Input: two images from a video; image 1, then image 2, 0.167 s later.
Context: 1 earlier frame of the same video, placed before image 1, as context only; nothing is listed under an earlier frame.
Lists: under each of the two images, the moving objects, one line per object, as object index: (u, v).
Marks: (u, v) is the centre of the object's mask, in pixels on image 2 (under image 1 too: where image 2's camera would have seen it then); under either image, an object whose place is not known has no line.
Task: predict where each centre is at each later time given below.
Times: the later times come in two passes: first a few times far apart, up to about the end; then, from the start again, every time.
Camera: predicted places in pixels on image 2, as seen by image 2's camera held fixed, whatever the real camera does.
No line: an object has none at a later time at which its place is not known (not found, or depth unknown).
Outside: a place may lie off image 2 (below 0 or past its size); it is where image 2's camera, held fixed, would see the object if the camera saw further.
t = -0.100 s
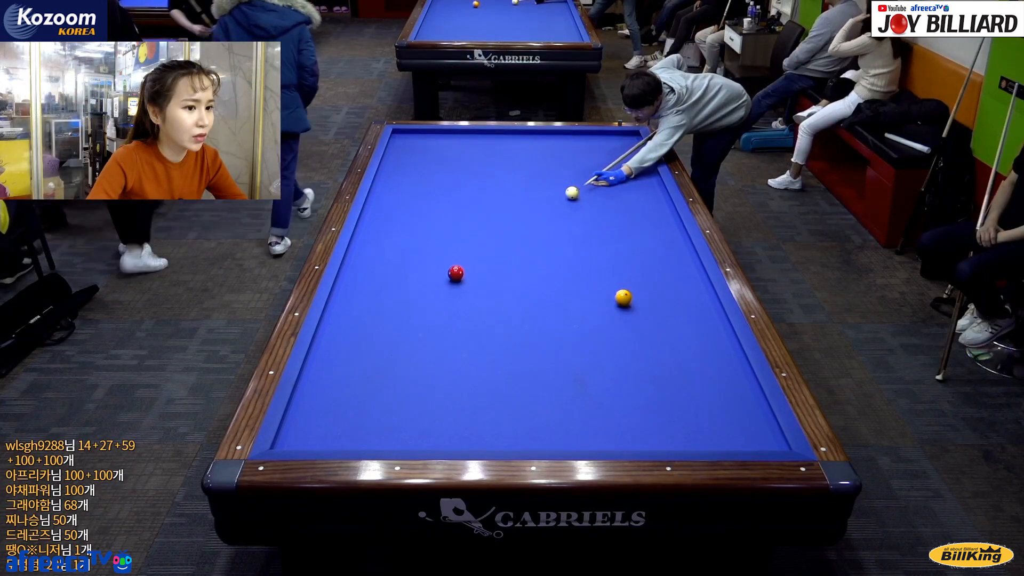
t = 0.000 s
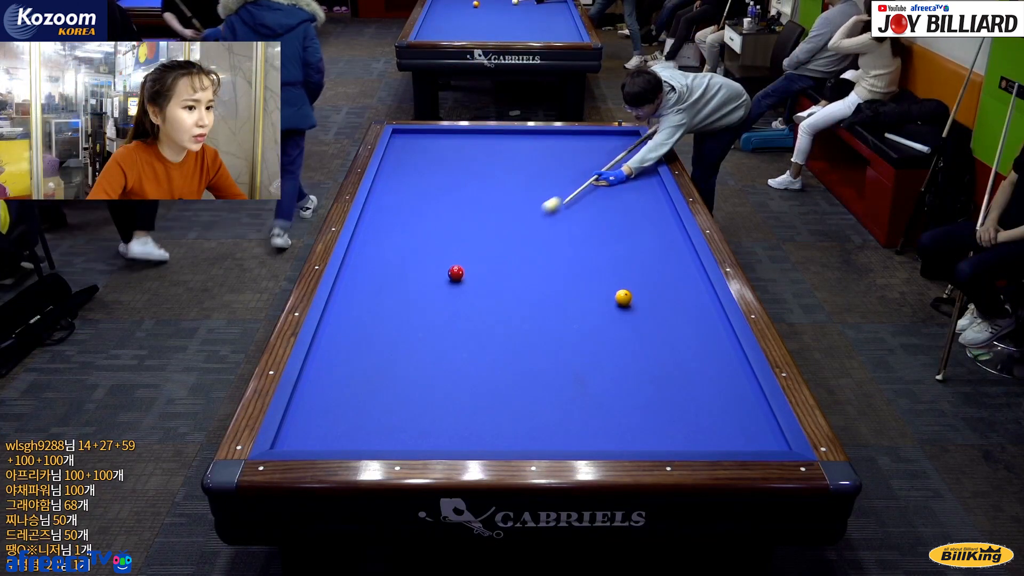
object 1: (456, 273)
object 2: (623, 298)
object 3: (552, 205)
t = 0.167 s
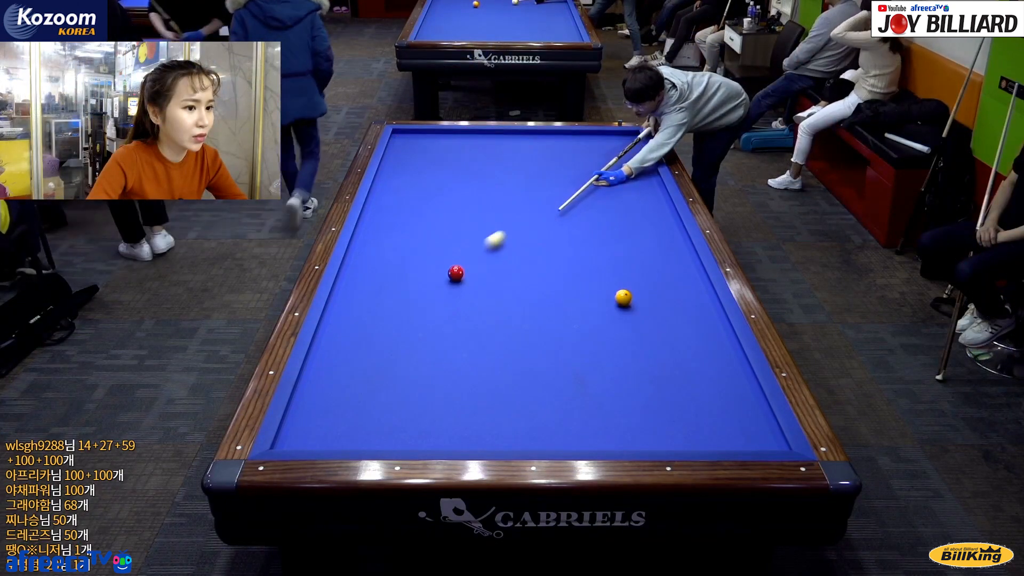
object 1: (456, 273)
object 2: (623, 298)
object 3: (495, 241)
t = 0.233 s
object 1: (456, 273)
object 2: (623, 298)
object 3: (472, 255)
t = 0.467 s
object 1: (455, 316)
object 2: (623, 298)
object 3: (385, 272)
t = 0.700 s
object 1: (455, 369)
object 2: (623, 298)
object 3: (371, 296)
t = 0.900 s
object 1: (454, 421)
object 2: (623, 298)
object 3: (410, 325)
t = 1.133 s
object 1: (456, 414)
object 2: (623, 298)
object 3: (456, 363)
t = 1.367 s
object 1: (459, 379)
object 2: (623, 298)
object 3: (508, 407)
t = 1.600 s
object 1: (462, 349)
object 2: (623, 298)
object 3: (570, 435)
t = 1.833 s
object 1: (464, 323)
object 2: (623, 298)
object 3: (630, 406)
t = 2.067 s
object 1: (466, 299)
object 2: (623, 298)
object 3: (684, 382)
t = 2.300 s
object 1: (467, 279)
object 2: (623, 298)
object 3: (733, 360)
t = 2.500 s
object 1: (469, 263)
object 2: (623, 298)
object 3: (705, 341)
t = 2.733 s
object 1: (470, 245)
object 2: (623, 298)
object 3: (668, 320)
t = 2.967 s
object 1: (470, 230)
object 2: (619, 296)
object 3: (638, 302)
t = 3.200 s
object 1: (472, 216)
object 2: (593, 287)
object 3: (635, 294)
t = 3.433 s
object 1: (473, 203)
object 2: (570, 279)
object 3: (630, 287)
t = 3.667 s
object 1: (473, 191)
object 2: (548, 271)
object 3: (626, 280)
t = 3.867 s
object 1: (474, 181)
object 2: (531, 265)
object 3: (623, 274)
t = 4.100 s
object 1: (475, 171)
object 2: (511, 258)
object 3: (619, 268)
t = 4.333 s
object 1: (476, 162)
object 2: (493, 252)
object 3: (615, 262)
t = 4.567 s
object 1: (477, 153)
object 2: (475, 246)
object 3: (612, 257)
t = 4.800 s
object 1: (478, 145)
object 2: (459, 240)
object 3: (609, 252)
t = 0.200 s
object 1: (456, 273)
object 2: (623, 298)
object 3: (483, 248)
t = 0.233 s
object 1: (456, 273)
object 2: (623, 298)
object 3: (472, 255)
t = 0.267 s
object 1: (456, 273)
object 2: (623, 298)
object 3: (461, 260)
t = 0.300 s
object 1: (456, 277)
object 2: (623, 298)
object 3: (447, 265)
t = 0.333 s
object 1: (456, 285)
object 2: (623, 298)
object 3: (435, 267)
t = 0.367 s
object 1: (456, 293)
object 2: (623, 298)
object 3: (423, 268)
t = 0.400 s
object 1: (455, 301)
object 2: (623, 298)
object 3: (411, 269)
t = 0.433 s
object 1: (456, 308)
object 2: (623, 298)
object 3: (398, 270)
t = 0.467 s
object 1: (455, 316)
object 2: (623, 298)
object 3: (385, 272)
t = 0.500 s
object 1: (455, 324)
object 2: (623, 298)
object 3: (373, 274)
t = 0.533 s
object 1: (455, 331)
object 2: (623, 298)
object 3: (360, 276)
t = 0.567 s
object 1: (455, 339)
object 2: (623, 298)
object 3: (347, 279)
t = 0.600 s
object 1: (455, 346)
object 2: (623, 298)
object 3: (347, 282)
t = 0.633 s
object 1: (455, 354)
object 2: (623, 298)
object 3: (355, 287)
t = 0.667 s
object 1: (455, 361)
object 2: (623, 298)
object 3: (364, 291)
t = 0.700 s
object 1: (455, 369)
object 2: (623, 298)
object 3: (371, 296)
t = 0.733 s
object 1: (455, 377)
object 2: (623, 298)
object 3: (379, 301)
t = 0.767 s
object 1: (454, 385)
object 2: (623, 298)
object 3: (386, 305)
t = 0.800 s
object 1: (454, 394)
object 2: (623, 298)
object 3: (392, 310)
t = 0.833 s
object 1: (454, 403)
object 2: (623, 298)
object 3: (399, 315)
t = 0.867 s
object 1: (454, 412)
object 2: (623, 298)
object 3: (405, 320)
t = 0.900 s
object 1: (454, 421)
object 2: (623, 298)
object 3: (410, 325)
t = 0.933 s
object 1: (454, 430)
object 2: (623, 298)
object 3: (417, 330)
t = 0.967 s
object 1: (454, 438)
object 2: (623, 298)
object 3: (423, 335)
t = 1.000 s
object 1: (454, 440)
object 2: (623, 298)
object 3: (429, 340)
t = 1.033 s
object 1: (455, 435)
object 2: (623, 298)
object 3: (436, 346)
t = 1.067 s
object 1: (455, 428)
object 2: (623, 298)
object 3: (442, 352)
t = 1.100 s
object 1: (456, 420)
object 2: (623, 298)
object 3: (449, 357)
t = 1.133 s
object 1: (456, 414)
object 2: (623, 298)
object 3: (456, 363)
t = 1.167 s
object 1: (457, 408)
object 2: (623, 298)
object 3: (463, 369)
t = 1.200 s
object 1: (457, 403)
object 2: (623, 298)
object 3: (470, 375)
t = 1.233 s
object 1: (458, 398)
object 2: (623, 298)
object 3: (477, 381)
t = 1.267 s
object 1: (458, 393)
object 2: (623, 298)
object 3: (484, 387)
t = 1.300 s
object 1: (459, 388)
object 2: (623, 298)
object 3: (492, 394)
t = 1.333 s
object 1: (459, 383)
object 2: (623, 298)
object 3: (500, 400)
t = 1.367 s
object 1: (459, 379)
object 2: (623, 298)
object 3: (508, 407)
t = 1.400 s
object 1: (460, 374)
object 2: (623, 298)
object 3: (516, 413)
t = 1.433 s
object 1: (460, 370)
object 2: (623, 298)
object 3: (524, 421)
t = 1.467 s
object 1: (460, 366)
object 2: (623, 298)
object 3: (533, 428)
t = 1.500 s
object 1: (461, 361)
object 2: (623, 298)
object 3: (541, 435)
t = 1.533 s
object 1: (461, 357)
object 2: (623, 298)
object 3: (550, 440)
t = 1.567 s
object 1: (461, 353)
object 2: (623, 298)
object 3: (561, 440)
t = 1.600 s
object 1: (462, 349)
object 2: (623, 298)
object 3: (570, 435)
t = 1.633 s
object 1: (462, 345)
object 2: (623, 298)
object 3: (579, 430)
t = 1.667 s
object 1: (462, 341)
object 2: (623, 298)
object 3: (587, 426)
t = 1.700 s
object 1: (463, 337)
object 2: (623, 298)
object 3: (596, 421)
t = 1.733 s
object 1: (463, 334)
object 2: (623, 298)
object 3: (605, 417)
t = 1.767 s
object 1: (463, 330)
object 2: (623, 298)
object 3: (613, 413)
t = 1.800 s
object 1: (464, 326)
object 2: (623, 298)
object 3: (622, 410)
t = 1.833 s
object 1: (464, 323)
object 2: (623, 298)
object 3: (630, 406)
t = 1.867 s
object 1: (464, 319)
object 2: (623, 298)
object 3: (638, 403)
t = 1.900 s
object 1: (464, 316)
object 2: (623, 298)
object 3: (646, 399)
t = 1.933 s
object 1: (465, 313)
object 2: (623, 298)
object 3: (654, 395)
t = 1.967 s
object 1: (465, 309)
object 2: (623, 298)
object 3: (661, 392)
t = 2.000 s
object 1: (465, 306)
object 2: (623, 298)
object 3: (669, 389)
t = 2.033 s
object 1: (465, 303)
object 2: (623, 298)
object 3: (677, 385)
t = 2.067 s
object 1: (466, 299)
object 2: (623, 298)
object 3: (684, 382)
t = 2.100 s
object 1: (466, 297)
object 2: (623, 298)
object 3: (691, 378)
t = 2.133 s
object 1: (466, 293)
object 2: (623, 298)
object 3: (698, 375)
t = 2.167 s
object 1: (466, 290)
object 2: (623, 298)
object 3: (706, 372)
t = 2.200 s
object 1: (467, 288)
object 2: (623, 298)
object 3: (712, 369)
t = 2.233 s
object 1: (467, 284)
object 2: (623, 298)
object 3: (719, 366)
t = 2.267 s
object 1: (467, 282)
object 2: (623, 298)
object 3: (726, 362)
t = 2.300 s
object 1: (467, 279)
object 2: (623, 298)
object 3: (733, 360)
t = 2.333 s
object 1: (467, 276)
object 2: (623, 298)
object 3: (737, 357)
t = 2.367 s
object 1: (468, 273)
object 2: (623, 298)
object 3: (730, 353)
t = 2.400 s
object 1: (468, 270)
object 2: (623, 298)
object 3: (723, 350)
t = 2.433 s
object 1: (468, 268)
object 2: (623, 298)
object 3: (716, 347)
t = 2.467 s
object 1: (468, 265)
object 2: (623, 298)
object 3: (710, 343)
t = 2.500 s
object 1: (469, 263)
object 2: (623, 298)
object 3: (705, 341)
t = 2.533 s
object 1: (469, 260)
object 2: (623, 298)
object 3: (699, 337)
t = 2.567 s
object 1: (469, 258)
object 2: (623, 298)
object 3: (694, 334)
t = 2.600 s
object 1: (469, 255)
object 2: (623, 298)
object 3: (688, 331)
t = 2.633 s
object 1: (469, 253)
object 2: (623, 298)
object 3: (683, 328)
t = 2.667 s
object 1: (469, 250)
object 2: (623, 298)
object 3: (678, 325)
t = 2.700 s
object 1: (469, 248)
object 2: (623, 298)
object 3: (673, 322)
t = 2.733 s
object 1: (470, 245)
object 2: (623, 298)
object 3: (668, 320)
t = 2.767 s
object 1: (470, 243)
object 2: (623, 298)
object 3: (663, 317)
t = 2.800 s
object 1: (470, 241)
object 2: (623, 298)
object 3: (657, 314)
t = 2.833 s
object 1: (470, 239)
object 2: (623, 298)
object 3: (653, 311)
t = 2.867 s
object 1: (470, 236)
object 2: (623, 298)
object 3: (648, 309)
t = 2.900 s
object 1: (470, 234)
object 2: (623, 298)
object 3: (643, 306)
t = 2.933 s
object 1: (470, 232)
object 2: (623, 298)
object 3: (639, 304)
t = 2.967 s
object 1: (470, 230)
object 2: (619, 296)
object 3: (638, 302)
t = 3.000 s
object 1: (471, 228)
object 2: (614, 294)
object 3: (639, 302)
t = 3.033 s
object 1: (471, 226)
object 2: (610, 293)
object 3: (638, 300)
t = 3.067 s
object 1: (471, 224)
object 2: (606, 292)
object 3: (638, 299)
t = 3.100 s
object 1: (471, 221)
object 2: (603, 290)
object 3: (637, 298)
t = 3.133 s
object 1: (471, 220)
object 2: (599, 289)
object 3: (636, 297)
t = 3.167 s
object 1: (471, 218)
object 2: (596, 288)
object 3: (636, 296)
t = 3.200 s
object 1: (472, 216)
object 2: (593, 287)
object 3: (635, 294)
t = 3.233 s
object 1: (472, 214)
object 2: (589, 286)
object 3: (634, 293)
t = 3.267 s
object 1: (472, 212)
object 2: (586, 285)
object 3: (634, 292)
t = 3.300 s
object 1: (472, 210)
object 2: (583, 283)
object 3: (633, 291)
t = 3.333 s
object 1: (472, 208)
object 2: (579, 282)
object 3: (632, 290)
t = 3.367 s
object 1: (472, 206)
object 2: (576, 281)
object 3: (632, 289)
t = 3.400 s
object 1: (472, 204)
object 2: (573, 280)
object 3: (631, 288)
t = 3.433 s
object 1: (473, 203)
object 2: (570, 279)
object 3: (630, 287)
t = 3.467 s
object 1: (473, 201)
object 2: (567, 278)
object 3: (630, 286)
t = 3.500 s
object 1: (473, 199)
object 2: (564, 277)
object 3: (629, 285)
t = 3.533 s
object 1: (473, 198)
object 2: (560, 276)
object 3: (628, 284)
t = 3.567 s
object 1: (473, 196)
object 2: (557, 274)
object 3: (628, 283)
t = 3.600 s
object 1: (473, 194)
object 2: (554, 273)
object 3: (627, 282)
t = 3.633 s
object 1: (473, 193)
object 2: (551, 272)
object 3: (627, 281)
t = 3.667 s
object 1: (473, 191)
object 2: (548, 271)
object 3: (626, 280)
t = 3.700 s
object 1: (473, 189)
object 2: (545, 270)
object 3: (626, 279)
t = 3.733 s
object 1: (474, 188)
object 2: (542, 269)
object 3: (625, 278)
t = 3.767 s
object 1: (474, 186)
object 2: (539, 268)
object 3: (625, 277)
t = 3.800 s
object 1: (474, 184)
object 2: (537, 267)
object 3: (624, 276)
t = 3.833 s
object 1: (474, 183)
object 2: (534, 266)
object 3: (624, 275)
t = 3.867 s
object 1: (474, 181)
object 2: (531, 265)
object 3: (623, 274)
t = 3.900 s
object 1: (474, 180)
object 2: (528, 264)
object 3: (622, 273)
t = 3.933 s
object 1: (474, 178)
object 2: (525, 263)
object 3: (622, 272)
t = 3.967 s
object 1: (474, 177)
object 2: (522, 262)
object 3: (621, 271)
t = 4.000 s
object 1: (475, 175)
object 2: (519, 261)
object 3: (621, 270)
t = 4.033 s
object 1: (475, 174)
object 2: (517, 260)
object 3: (620, 269)
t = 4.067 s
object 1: (475, 173)
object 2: (514, 259)
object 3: (620, 269)
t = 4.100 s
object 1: (475, 171)
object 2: (511, 258)
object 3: (619, 268)
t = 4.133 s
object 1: (475, 170)
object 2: (508, 257)
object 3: (619, 267)
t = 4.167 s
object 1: (475, 169)
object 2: (506, 257)
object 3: (618, 266)
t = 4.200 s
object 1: (476, 167)
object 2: (503, 256)
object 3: (617, 265)
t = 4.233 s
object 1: (476, 166)
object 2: (501, 255)
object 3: (617, 265)
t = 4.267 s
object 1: (476, 165)
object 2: (498, 254)
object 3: (616, 264)
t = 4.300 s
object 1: (476, 163)
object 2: (495, 253)
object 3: (616, 263)
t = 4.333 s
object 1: (476, 162)
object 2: (493, 252)
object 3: (615, 262)
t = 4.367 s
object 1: (476, 161)
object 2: (490, 251)
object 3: (615, 261)
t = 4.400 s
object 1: (477, 159)
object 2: (488, 250)
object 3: (615, 261)
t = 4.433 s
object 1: (477, 158)
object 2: (485, 249)
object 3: (614, 260)
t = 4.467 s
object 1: (477, 157)
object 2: (483, 248)
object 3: (614, 259)
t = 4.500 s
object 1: (477, 155)
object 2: (480, 247)
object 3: (613, 258)
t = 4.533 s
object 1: (477, 155)
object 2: (478, 247)
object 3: (612, 257)
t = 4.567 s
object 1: (477, 153)
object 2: (475, 246)
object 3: (612, 257)
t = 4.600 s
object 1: (477, 152)
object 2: (473, 245)
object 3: (612, 256)
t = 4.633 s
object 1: (478, 151)
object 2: (470, 244)
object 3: (611, 255)
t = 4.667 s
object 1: (478, 150)
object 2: (468, 243)
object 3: (611, 255)
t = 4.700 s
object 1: (478, 149)
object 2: (466, 242)
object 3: (610, 254)
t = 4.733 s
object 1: (478, 147)
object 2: (463, 242)
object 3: (610, 253)
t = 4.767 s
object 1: (478, 146)
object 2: (461, 241)
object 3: (610, 252)
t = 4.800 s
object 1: (478, 145)
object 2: (459, 240)
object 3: (609, 252)
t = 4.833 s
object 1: (478, 144)
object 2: (456, 239)
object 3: (609, 251)
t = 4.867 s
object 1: (479, 143)
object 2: (454, 238)
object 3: (608, 251)
